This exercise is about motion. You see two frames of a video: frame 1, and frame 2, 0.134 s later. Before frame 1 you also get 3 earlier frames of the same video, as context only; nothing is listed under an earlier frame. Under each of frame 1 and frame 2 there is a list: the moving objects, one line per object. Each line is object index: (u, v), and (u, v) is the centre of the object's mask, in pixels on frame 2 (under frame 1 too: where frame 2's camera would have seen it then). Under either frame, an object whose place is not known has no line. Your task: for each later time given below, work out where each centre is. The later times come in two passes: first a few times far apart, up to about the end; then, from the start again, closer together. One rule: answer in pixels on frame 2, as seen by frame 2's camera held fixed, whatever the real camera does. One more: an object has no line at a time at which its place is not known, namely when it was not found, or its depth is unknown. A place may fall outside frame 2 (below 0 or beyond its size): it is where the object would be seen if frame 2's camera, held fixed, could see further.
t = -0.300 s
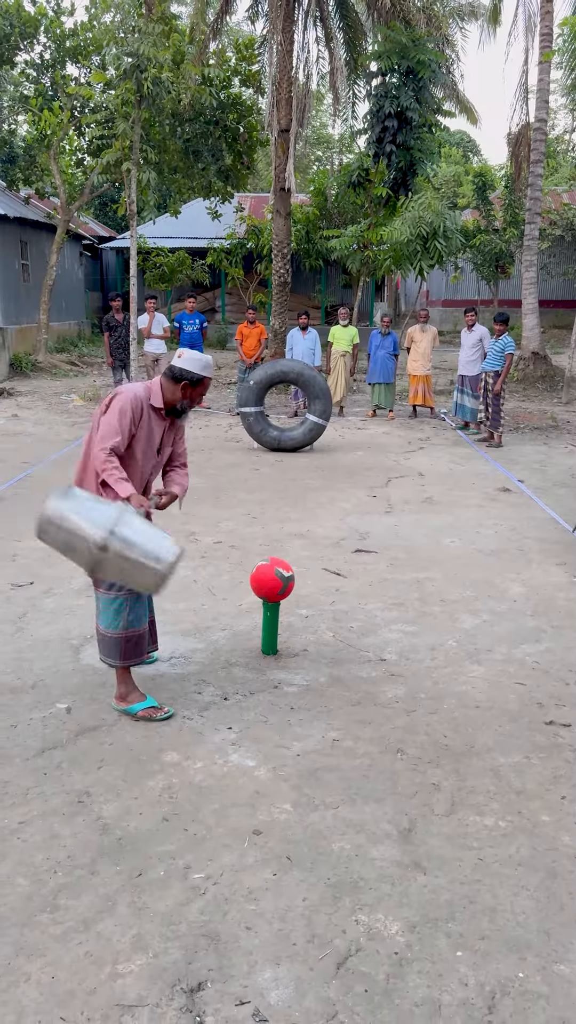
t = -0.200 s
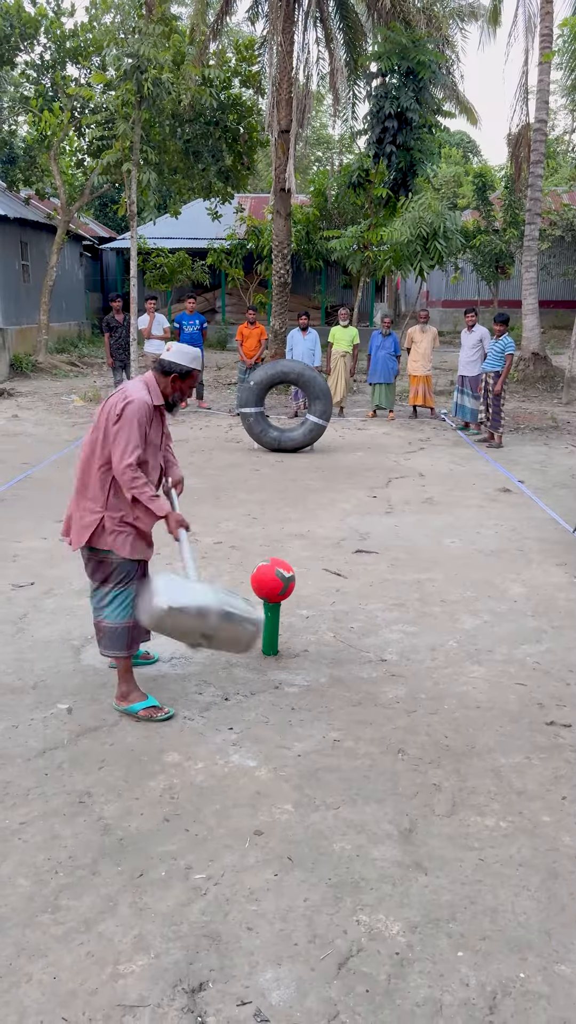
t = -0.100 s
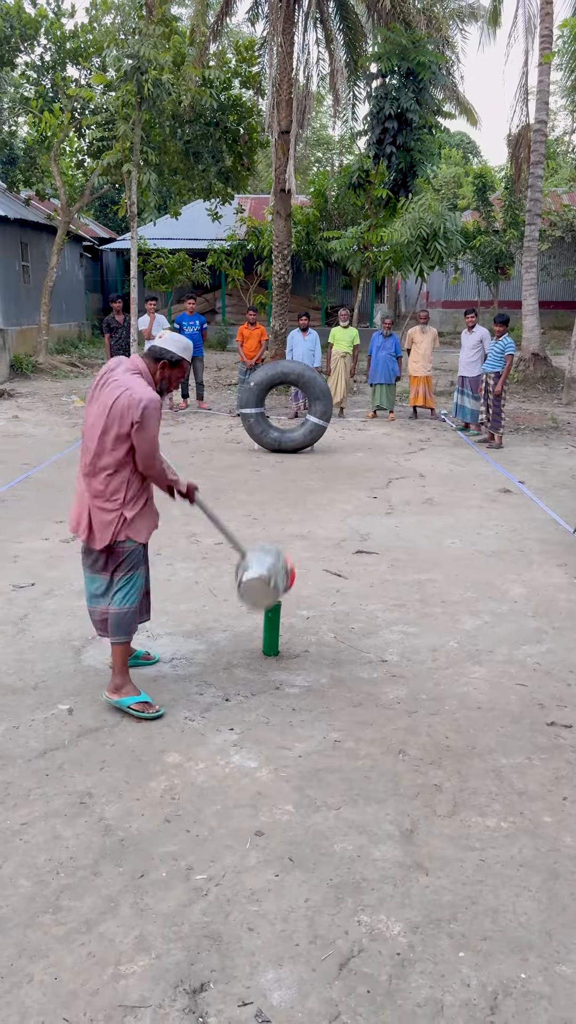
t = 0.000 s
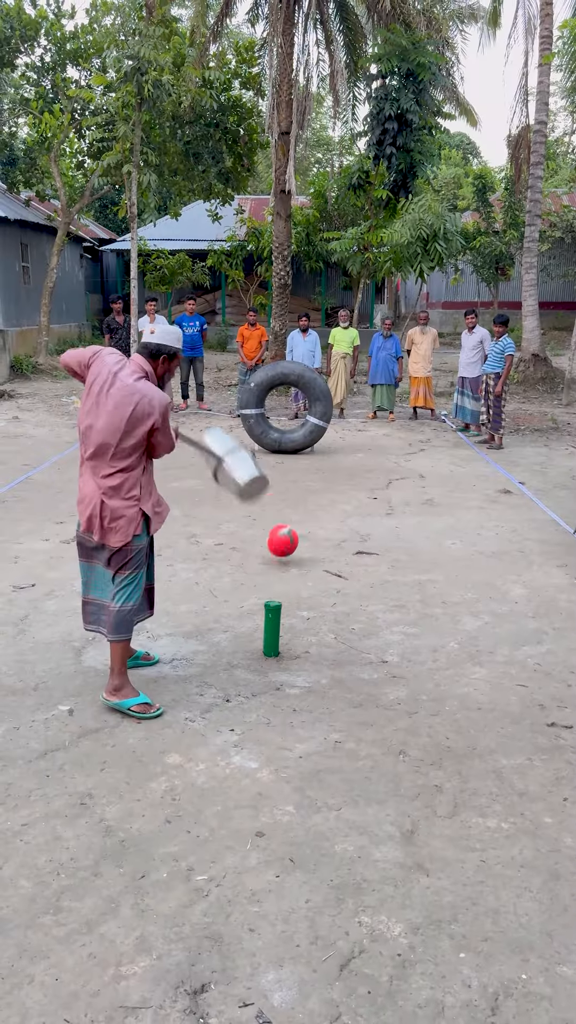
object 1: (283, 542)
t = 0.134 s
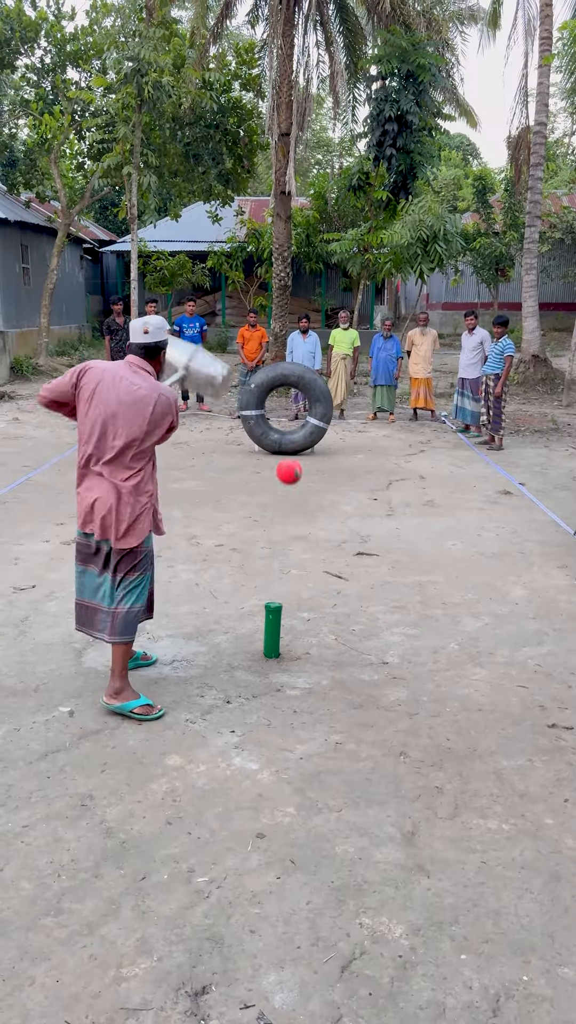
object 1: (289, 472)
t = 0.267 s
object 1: (294, 435)
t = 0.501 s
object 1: (280, 392)
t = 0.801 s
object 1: (233, 345)
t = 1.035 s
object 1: (208, 320)
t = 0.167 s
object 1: (290, 459)
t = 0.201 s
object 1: (291, 449)
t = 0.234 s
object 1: (293, 442)
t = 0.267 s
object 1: (294, 435)
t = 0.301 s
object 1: (295, 431)
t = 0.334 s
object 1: (296, 428)
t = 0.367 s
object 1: (296, 426)
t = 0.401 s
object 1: (297, 425)
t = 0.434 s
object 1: (291, 412)
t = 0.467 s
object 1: (284, 399)
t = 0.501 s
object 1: (280, 392)
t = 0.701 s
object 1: (246, 350)
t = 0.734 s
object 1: (242, 347)
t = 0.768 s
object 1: (237, 346)
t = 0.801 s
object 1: (233, 345)
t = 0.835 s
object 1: (230, 345)
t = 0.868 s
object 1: (226, 346)
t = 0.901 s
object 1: (222, 347)
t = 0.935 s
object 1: (216, 338)
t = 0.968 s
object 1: (210, 330)
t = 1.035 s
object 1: (208, 320)
